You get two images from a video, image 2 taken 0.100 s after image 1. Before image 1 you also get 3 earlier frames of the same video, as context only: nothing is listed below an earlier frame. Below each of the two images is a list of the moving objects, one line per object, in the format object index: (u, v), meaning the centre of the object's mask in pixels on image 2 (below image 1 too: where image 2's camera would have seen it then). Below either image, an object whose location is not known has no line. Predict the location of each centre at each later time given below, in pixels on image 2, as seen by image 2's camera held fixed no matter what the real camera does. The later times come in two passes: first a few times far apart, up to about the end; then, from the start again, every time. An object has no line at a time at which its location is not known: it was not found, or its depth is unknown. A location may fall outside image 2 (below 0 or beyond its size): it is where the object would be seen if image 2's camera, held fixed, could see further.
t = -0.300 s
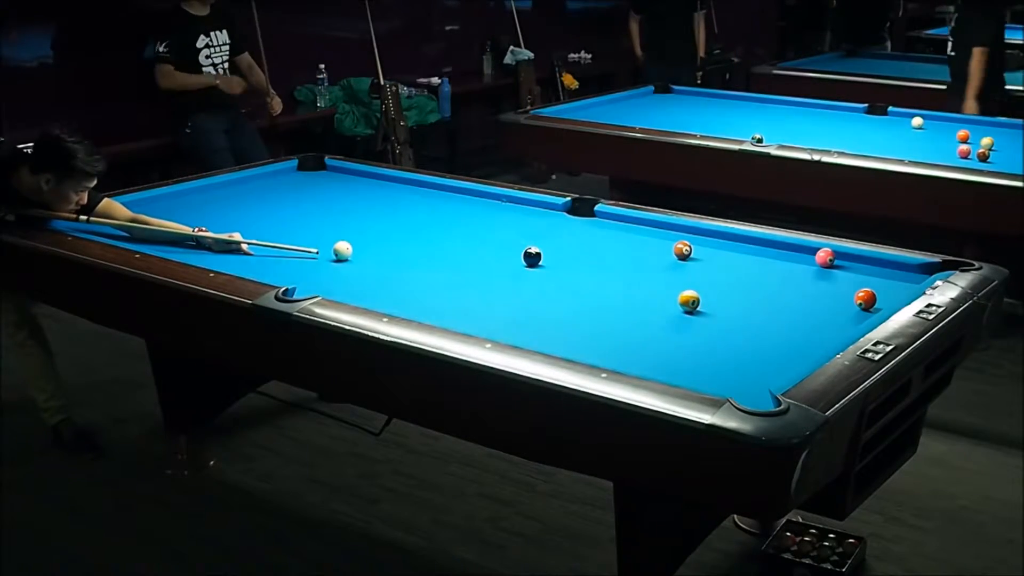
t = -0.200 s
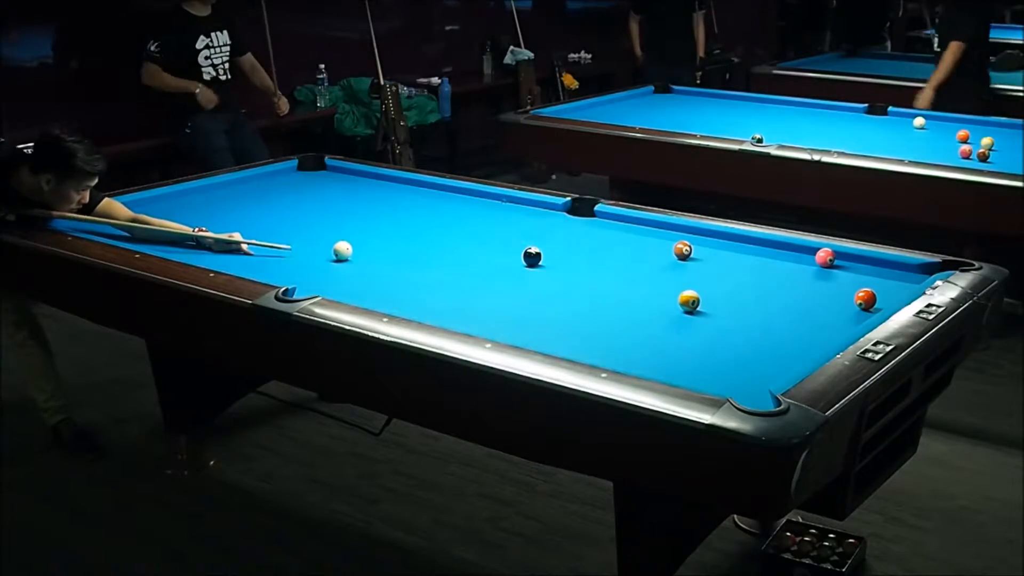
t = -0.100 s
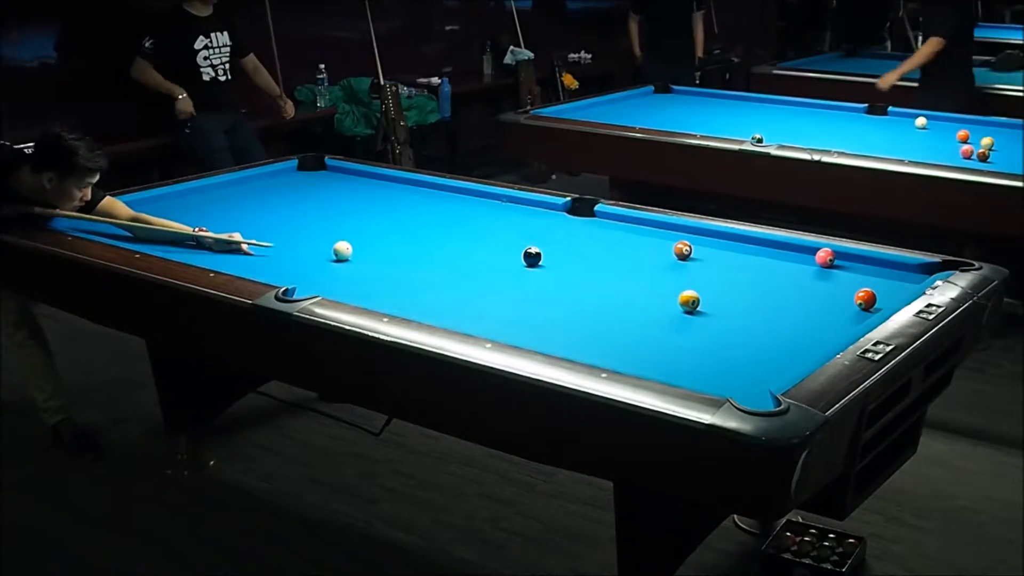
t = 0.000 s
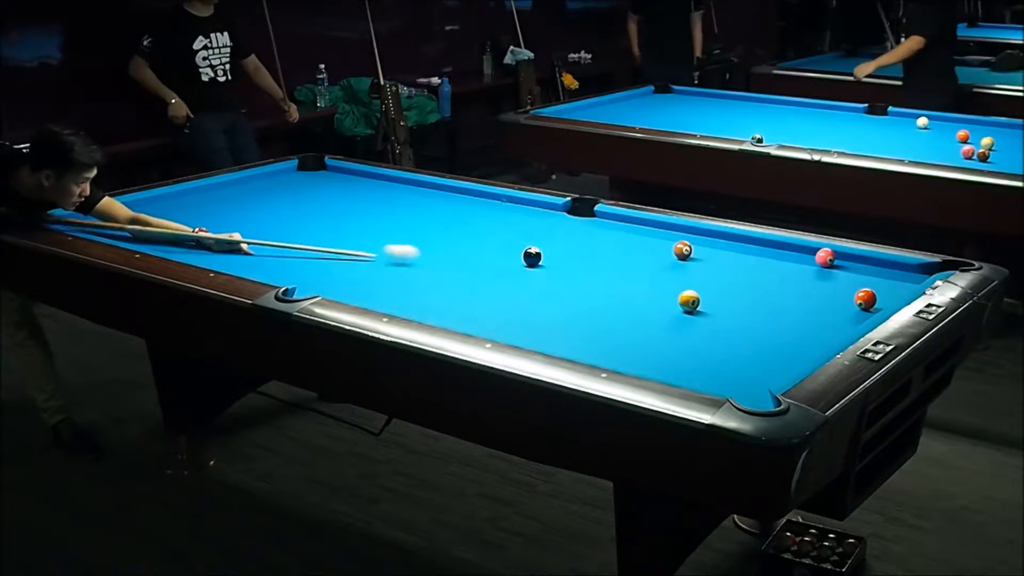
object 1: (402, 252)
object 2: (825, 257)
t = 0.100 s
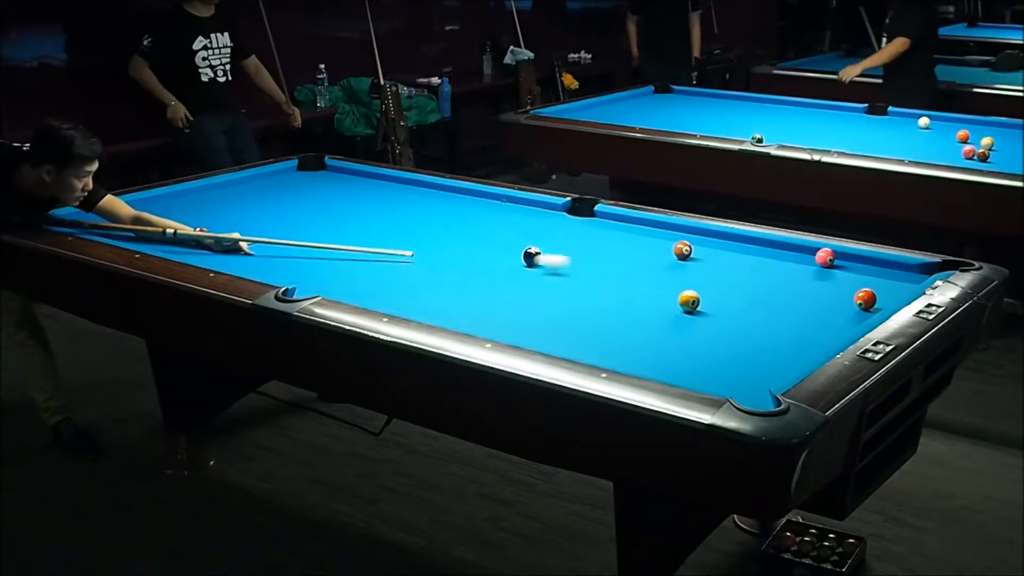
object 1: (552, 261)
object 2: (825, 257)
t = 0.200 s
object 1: (702, 271)
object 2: (825, 257)
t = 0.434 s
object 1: (853, 263)
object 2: (825, 257)
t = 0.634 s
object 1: (804, 259)
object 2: (723, 240)
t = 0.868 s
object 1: (731, 262)
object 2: (628, 225)
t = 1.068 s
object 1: (668, 264)
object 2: (555, 213)
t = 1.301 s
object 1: (597, 266)
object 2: (478, 201)
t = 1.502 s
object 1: (536, 268)
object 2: (417, 191)
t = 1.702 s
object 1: (475, 269)
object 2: (361, 181)
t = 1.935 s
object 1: (405, 272)
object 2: (300, 172)
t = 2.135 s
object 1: (345, 274)
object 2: (311, 174)
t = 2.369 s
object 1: (276, 273)
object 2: (342, 180)
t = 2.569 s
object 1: (262, 268)
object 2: (368, 185)
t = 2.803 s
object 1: (257, 260)
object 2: (400, 190)
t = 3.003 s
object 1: (253, 253)
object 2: (426, 195)
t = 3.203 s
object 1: (250, 246)
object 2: (453, 200)
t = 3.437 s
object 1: (246, 239)
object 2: (484, 206)
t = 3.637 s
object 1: (243, 233)
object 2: (511, 211)
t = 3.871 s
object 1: (240, 228)
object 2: (543, 217)
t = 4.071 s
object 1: (237, 223)
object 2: (569, 222)
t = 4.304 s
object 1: (235, 218)
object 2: (600, 227)
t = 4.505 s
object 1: (233, 215)
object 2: (627, 232)
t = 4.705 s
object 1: (231, 211)
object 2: (653, 237)
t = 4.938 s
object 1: (229, 207)
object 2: (685, 239)
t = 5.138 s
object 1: (227, 205)
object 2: (710, 248)
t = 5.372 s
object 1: (225, 202)
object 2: (740, 253)
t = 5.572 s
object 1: (224, 199)
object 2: (765, 258)
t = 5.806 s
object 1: (223, 197)
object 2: (794, 264)
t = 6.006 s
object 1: (222, 195)
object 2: (819, 268)
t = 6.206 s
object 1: (222, 194)
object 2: (843, 273)
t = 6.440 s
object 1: (221, 192)
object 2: (870, 278)
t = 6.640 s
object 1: (220, 191)
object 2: (893, 283)
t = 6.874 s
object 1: (219, 190)
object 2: (903, 284)
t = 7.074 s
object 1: (219, 190)
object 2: (890, 282)
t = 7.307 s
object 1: (218, 190)
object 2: (877, 280)
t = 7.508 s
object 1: (218, 190)
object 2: (866, 278)
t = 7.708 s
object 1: (218, 190)
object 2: (857, 277)
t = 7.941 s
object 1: (218, 190)
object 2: (847, 275)
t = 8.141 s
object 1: (218, 190)
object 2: (841, 274)
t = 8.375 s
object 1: (218, 189)
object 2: (835, 273)
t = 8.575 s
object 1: (218, 189)
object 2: (831, 272)
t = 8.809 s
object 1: (218, 189)
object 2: (828, 272)
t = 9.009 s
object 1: (218, 189)
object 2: (826, 271)
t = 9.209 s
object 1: (218, 189)
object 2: (826, 271)
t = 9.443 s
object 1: (218, 189)
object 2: (827, 271)
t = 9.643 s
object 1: (218, 189)
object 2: (827, 271)
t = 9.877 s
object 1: (218, 190)
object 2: (827, 271)
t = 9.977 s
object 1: (218, 190)
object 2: (827, 271)
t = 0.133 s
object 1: (602, 264)
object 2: (825, 257)
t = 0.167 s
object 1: (652, 268)
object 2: (825, 257)
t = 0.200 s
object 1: (702, 271)
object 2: (825, 257)
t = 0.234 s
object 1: (751, 274)
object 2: (825, 257)
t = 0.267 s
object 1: (801, 278)
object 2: (825, 257)
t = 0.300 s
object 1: (849, 281)
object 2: (825, 257)
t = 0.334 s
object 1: (898, 284)
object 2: (825, 257)
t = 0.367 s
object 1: (894, 279)
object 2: (825, 257)
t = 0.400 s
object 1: (873, 271)
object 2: (825, 257)
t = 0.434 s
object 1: (853, 263)
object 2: (825, 257)
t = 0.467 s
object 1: (845, 258)
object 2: (815, 255)
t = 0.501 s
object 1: (845, 256)
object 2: (794, 252)
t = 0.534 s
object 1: (834, 257)
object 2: (774, 249)
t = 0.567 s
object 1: (824, 258)
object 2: (756, 246)
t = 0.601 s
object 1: (814, 259)
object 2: (739, 243)
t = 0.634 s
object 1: (804, 259)
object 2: (723, 240)
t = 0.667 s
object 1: (793, 260)
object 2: (708, 238)
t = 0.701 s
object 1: (783, 260)
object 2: (694, 235)
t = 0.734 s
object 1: (772, 260)
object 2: (680, 233)
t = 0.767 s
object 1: (762, 261)
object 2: (667, 231)
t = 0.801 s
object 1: (751, 261)
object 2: (654, 229)
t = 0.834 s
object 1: (741, 261)
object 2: (641, 227)
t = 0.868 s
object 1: (731, 262)
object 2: (628, 225)
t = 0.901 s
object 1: (720, 262)
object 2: (616, 223)
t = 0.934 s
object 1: (710, 262)
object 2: (603, 221)
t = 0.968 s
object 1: (699, 263)
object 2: (590, 219)
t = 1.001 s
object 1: (689, 263)
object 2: (579, 217)
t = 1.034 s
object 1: (679, 263)
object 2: (567, 215)
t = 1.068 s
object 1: (668, 264)
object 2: (555, 213)
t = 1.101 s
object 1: (658, 264)
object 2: (544, 211)
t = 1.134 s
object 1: (648, 264)
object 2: (533, 209)
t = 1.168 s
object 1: (638, 264)
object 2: (522, 208)
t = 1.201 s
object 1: (627, 265)
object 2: (510, 206)
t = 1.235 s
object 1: (617, 265)
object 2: (499, 204)
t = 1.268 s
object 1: (607, 266)
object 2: (488, 202)
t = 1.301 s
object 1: (597, 266)
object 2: (478, 201)
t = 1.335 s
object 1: (587, 266)
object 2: (468, 199)
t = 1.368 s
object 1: (576, 267)
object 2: (457, 197)
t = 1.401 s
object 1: (566, 267)
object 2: (447, 196)
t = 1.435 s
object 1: (556, 267)
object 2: (437, 194)
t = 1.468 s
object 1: (546, 268)
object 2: (427, 192)
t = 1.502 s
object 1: (536, 268)
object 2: (417, 191)
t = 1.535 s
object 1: (526, 268)
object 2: (407, 189)
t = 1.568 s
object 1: (515, 268)
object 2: (398, 188)
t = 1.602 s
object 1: (505, 268)
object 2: (388, 186)
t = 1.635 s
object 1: (495, 269)
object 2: (379, 184)
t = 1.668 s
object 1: (485, 269)
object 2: (370, 183)
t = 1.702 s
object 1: (475, 269)
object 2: (361, 181)
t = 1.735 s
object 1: (465, 270)
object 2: (352, 180)
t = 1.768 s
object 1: (455, 270)
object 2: (342, 179)
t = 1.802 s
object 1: (445, 270)
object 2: (333, 177)
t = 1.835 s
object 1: (435, 271)
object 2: (325, 176)
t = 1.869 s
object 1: (425, 271)
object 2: (316, 174)
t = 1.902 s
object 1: (415, 272)
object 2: (308, 173)
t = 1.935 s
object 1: (405, 272)
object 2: (300, 172)
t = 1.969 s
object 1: (394, 273)
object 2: (291, 170)
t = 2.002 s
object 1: (385, 273)
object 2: (290, 170)
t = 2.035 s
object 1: (375, 273)
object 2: (296, 171)
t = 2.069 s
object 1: (365, 273)
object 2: (302, 172)
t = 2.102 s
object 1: (355, 273)
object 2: (307, 173)
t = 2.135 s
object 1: (345, 274)
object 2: (311, 174)
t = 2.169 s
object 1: (335, 274)
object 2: (315, 175)
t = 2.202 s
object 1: (325, 275)
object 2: (320, 176)
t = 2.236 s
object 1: (315, 275)
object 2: (324, 176)
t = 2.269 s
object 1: (305, 275)
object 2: (329, 177)
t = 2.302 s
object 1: (296, 275)
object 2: (333, 178)
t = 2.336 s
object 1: (286, 274)
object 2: (338, 179)
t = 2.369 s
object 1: (276, 273)
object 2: (342, 180)
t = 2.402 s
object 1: (267, 273)
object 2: (346, 180)
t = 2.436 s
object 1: (264, 272)
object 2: (350, 181)
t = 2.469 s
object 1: (264, 270)
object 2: (355, 182)
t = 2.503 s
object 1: (263, 270)
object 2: (359, 183)
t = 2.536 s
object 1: (263, 269)
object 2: (364, 184)
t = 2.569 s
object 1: (262, 268)
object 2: (368, 185)
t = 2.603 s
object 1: (261, 267)
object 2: (373, 185)
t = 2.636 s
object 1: (260, 266)
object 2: (377, 186)
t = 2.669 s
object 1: (260, 265)
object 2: (382, 187)
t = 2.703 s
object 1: (259, 264)
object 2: (386, 188)
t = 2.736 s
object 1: (258, 263)
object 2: (390, 189)
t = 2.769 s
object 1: (257, 261)
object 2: (395, 189)
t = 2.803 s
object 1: (257, 260)
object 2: (400, 190)
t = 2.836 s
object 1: (256, 259)
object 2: (404, 191)
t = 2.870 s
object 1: (256, 258)
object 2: (408, 192)
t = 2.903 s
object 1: (255, 256)
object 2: (413, 193)
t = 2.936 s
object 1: (254, 255)
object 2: (417, 193)
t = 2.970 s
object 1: (253, 254)
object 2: (422, 194)
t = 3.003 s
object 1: (253, 253)
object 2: (426, 195)
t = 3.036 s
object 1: (252, 252)
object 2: (431, 196)
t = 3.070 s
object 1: (252, 251)
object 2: (435, 197)
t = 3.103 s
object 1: (251, 250)
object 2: (440, 198)
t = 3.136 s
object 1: (251, 248)
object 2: (444, 198)
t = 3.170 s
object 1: (250, 247)
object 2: (449, 199)
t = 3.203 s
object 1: (250, 246)
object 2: (453, 200)
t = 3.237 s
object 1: (249, 245)
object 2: (458, 201)
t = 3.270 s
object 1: (248, 244)
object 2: (462, 202)
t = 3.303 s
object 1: (248, 243)
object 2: (467, 203)
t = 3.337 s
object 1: (247, 242)
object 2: (471, 203)
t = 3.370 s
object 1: (247, 241)
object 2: (475, 204)
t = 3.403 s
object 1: (246, 240)
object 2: (480, 205)
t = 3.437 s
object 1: (246, 239)
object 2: (484, 206)
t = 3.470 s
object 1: (245, 238)
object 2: (489, 207)
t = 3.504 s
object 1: (245, 237)
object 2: (493, 208)
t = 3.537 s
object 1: (244, 236)
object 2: (497, 208)
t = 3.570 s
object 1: (244, 235)
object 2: (502, 209)
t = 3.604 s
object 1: (243, 234)
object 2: (507, 210)
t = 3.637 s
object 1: (243, 233)
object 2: (511, 211)
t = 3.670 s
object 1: (243, 233)
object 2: (515, 212)
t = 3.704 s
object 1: (242, 232)
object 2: (520, 213)
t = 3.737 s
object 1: (242, 231)
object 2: (524, 214)
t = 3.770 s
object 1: (241, 230)
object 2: (529, 214)
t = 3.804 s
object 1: (241, 229)
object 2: (533, 215)
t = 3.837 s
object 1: (240, 228)
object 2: (538, 216)
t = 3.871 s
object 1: (240, 228)
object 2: (543, 217)
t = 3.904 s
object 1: (239, 227)
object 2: (547, 218)
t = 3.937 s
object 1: (239, 226)
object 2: (551, 218)
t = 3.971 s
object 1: (239, 225)
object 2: (555, 219)
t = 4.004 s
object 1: (238, 225)
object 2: (560, 220)
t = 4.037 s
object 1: (238, 224)
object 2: (565, 221)
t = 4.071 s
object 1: (237, 223)
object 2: (569, 222)
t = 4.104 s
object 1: (237, 222)
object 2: (574, 223)
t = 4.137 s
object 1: (237, 222)
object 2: (578, 223)
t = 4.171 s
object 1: (236, 221)
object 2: (582, 224)
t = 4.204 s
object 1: (236, 220)
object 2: (587, 225)
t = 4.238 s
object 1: (235, 219)
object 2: (591, 226)
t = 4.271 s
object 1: (235, 219)
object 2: (596, 226)
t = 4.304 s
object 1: (235, 218)
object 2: (600, 227)
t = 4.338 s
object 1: (234, 218)
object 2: (605, 228)
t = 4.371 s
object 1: (234, 217)
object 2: (609, 229)
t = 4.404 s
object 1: (234, 216)
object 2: (614, 230)
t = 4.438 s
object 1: (233, 216)
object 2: (618, 231)
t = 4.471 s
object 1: (233, 215)
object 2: (623, 231)
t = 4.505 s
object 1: (233, 215)
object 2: (627, 232)
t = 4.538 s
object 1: (232, 214)
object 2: (631, 233)
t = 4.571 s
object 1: (232, 213)
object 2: (636, 234)
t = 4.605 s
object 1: (232, 213)
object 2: (640, 234)
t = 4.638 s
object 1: (231, 212)
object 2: (644, 235)
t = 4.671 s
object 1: (231, 211)
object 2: (649, 236)
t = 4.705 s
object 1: (231, 211)
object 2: (653, 237)
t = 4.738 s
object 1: (230, 210)
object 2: (657, 238)
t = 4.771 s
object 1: (230, 210)
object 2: (662, 239)
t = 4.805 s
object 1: (230, 209)
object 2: (667, 240)
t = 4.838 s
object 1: (229, 209)
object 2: (670, 239)
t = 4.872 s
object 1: (229, 208)
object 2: (673, 239)
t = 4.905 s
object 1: (229, 208)
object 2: (678, 239)
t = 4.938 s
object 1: (229, 207)
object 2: (685, 239)
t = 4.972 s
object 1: (228, 207)
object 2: (690, 241)
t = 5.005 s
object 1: (228, 206)
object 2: (694, 244)
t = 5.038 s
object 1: (228, 206)
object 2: (698, 245)
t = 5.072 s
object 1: (227, 206)
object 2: (701, 246)
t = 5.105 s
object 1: (227, 205)
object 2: (706, 247)
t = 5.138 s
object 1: (227, 205)
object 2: (710, 248)
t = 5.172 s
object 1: (227, 204)
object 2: (714, 249)
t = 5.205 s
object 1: (226, 204)
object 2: (718, 250)
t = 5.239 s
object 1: (226, 203)
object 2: (723, 250)
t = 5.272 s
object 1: (226, 203)
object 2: (727, 251)
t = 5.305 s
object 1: (226, 202)
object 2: (731, 252)
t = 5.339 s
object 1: (226, 202)
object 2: (736, 253)
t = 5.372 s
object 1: (225, 202)
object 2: (740, 253)
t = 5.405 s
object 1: (225, 201)
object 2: (745, 254)
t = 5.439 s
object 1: (225, 201)
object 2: (748, 255)
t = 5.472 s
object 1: (225, 200)
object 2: (753, 256)
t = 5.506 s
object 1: (224, 200)
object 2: (757, 257)
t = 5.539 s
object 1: (224, 200)
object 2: (761, 257)
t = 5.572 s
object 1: (224, 199)
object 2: (765, 258)
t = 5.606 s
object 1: (224, 199)
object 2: (770, 259)
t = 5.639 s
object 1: (224, 198)
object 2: (774, 260)
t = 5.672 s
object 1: (224, 198)
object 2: (778, 260)
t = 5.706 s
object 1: (224, 198)
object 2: (782, 261)
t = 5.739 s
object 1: (223, 197)
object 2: (786, 262)
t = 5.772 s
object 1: (223, 197)
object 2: (790, 263)
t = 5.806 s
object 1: (223, 197)
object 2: (794, 264)
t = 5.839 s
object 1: (223, 197)
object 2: (799, 264)
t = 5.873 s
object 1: (223, 196)
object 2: (803, 265)
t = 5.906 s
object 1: (223, 196)
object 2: (807, 266)
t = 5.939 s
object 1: (222, 196)
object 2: (811, 267)
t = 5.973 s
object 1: (223, 195)
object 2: (815, 268)
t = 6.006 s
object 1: (222, 195)
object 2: (819, 268)
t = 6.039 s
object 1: (222, 195)
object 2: (823, 269)
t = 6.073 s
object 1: (222, 195)
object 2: (827, 270)
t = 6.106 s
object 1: (222, 195)
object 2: (831, 271)
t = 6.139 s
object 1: (222, 194)
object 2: (835, 272)
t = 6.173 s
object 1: (222, 194)
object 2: (839, 272)
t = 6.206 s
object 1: (222, 194)
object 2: (843, 273)
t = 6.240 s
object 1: (221, 194)
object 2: (847, 274)
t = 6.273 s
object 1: (221, 193)
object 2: (851, 274)
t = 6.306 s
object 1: (221, 193)
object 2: (855, 275)
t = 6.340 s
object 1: (221, 193)
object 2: (859, 276)
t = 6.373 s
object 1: (221, 193)
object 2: (862, 277)
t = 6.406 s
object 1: (221, 193)
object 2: (866, 277)
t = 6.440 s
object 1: (221, 192)
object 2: (870, 278)
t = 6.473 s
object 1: (221, 192)
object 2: (874, 279)
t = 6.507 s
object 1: (220, 192)
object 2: (878, 280)
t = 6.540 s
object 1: (221, 192)
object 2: (881, 280)
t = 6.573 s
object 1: (220, 192)
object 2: (885, 281)
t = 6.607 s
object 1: (220, 192)
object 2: (889, 282)
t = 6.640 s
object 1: (220, 191)
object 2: (893, 283)
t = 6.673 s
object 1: (220, 191)
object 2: (896, 283)
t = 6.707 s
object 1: (220, 191)
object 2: (900, 284)
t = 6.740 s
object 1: (220, 191)
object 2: (904, 284)
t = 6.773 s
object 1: (219, 191)
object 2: (907, 284)
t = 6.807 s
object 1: (219, 191)
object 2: (907, 284)
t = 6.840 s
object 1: (220, 191)
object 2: (905, 284)
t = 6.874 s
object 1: (219, 190)
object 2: (903, 284)
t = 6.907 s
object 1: (219, 190)
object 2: (901, 284)
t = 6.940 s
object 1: (219, 190)
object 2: (899, 284)
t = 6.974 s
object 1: (219, 190)
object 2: (897, 284)
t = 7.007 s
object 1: (219, 190)
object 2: (894, 283)
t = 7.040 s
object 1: (219, 190)
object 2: (892, 283)
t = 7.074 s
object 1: (219, 190)
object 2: (890, 282)
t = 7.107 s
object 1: (219, 190)
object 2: (888, 282)
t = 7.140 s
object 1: (219, 190)
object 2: (886, 281)
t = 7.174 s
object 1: (218, 190)
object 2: (884, 281)
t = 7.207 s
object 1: (219, 190)
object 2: (882, 281)
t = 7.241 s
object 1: (219, 190)
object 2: (880, 281)
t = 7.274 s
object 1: (219, 190)
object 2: (878, 280)
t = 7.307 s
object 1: (218, 190)
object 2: (877, 280)
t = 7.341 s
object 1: (219, 190)
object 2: (875, 280)
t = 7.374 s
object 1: (218, 190)
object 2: (873, 279)
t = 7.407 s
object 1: (218, 190)
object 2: (871, 279)
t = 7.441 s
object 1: (218, 189)
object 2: (869, 279)
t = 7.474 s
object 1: (218, 189)
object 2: (867, 278)
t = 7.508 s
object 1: (218, 190)
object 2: (866, 278)
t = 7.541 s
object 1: (218, 189)
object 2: (864, 278)
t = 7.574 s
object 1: (218, 189)
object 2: (863, 277)
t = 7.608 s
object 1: (218, 190)
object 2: (861, 277)
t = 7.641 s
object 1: (218, 190)
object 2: (860, 277)
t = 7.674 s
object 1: (218, 189)
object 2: (858, 277)
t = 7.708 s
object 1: (218, 190)
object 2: (857, 277)
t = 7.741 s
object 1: (218, 190)
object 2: (855, 276)
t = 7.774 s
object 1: (218, 190)
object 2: (854, 276)
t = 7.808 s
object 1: (218, 190)
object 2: (853, 276)
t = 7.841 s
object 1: (218, 190)
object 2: (852, 276)
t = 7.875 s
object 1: (218, 190)
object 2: (850, 275)
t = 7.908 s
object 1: (218, 190)
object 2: (849, 275)
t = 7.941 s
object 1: (218, 190)
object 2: (847, 275)
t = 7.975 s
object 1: (218, 189)
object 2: (846, 275)
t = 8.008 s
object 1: (218, 190)
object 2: (845, 275)
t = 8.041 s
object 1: (218, 190)
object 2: (844, 274)
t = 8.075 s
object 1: (218, 190)
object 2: (843, 274)
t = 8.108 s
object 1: (218, 189)
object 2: (842, 274)
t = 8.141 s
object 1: (218, 190)
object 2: (841, 274)
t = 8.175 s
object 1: (218, 190)
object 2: (840, 274)
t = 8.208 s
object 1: (218, 189)
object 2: (839, 274)
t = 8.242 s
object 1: (218, 190)
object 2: (838, 273)
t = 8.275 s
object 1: (218, 189)
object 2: (837, 273)
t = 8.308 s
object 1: (218, 189)
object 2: (836, 273)
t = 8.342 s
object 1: (218, 189)
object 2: (836, 273)
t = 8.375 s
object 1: (218, 189)
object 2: (835, 273)
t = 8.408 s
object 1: (218, 189)
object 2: (834, 273)
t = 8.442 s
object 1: (218, 189)
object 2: (833, 273)
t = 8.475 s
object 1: (218, 189)
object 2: (833, 273)
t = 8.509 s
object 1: (218, 189)
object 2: (832, 273)
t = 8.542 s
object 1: (218, 189)
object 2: (831, 272)
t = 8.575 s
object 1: (218, 189)
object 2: (831, 272)
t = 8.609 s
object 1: (218, 189)
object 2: (830, 272)
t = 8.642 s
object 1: (218, 189)
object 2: (830, 272)
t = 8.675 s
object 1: (218, 189)
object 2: (829, 272)
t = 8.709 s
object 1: (218, 189)
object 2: (829, 272)
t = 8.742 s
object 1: (218, 189)
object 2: (829, 272)
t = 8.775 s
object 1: (218, 189)
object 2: (828, 272)
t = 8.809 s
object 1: (218, 189)
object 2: (828, 272)
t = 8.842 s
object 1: (218, 189)
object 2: (828, 272)
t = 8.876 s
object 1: (218, 189)
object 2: (827, 272)
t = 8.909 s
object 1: (218, 189)
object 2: (827, 271)
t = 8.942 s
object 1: (218, 189)
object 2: (827, 271)
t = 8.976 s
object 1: (218, 189)
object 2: (826, 271)
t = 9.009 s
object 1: (218, 189)
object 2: (826, 271)
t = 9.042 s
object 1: (218, 189)
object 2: (826, 271)
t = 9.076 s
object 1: (218, 189)
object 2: (826, 271)
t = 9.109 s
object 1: (218, 189)
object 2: (826, 271)
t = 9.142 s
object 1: (218, 189)
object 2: (826, 271)
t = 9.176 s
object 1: (218, 189)
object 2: (826, 271)
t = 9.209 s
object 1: (218, 189)
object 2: (826, 271)
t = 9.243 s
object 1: (218, 189)
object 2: (826, 271)
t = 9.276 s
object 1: (218, 189)
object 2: (827, 271)
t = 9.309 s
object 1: (218, 189)
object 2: (827, 271)
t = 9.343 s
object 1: (218, 189)
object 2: (827, 271)
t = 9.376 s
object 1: (218, 189)
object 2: (827, 271)
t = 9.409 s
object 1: (218, 189)
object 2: (827, 271)
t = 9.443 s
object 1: (218, 189)
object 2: (827, 271)
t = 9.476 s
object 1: (218, 189)
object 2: (827, 271)
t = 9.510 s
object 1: (218, 189)
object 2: (827, 271)
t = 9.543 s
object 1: (218, 189)
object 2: (827, 271)
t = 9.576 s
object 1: (218, 189)
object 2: (827, 271)
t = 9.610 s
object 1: (218, 189)
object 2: (827, 271)
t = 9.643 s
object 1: (218, 189)
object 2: (827, 271)
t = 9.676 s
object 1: (218, 189)
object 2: (827, 271)
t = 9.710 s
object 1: (218, 189)
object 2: (827, 271)
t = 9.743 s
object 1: (218, 189)
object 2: (827, 271)
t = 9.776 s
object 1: (218, 189)
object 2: (827, 271)
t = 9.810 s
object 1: (218, 189)
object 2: (827, 271)
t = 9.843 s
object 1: (218, 189)
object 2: (827, 271)
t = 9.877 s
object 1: (218, 190)
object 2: (827, 271)
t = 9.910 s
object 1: (218, 189)
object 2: (827, 271)
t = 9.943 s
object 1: (218, 189)
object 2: (827, 271)
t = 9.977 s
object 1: (218, 190)
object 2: (827, 271)
